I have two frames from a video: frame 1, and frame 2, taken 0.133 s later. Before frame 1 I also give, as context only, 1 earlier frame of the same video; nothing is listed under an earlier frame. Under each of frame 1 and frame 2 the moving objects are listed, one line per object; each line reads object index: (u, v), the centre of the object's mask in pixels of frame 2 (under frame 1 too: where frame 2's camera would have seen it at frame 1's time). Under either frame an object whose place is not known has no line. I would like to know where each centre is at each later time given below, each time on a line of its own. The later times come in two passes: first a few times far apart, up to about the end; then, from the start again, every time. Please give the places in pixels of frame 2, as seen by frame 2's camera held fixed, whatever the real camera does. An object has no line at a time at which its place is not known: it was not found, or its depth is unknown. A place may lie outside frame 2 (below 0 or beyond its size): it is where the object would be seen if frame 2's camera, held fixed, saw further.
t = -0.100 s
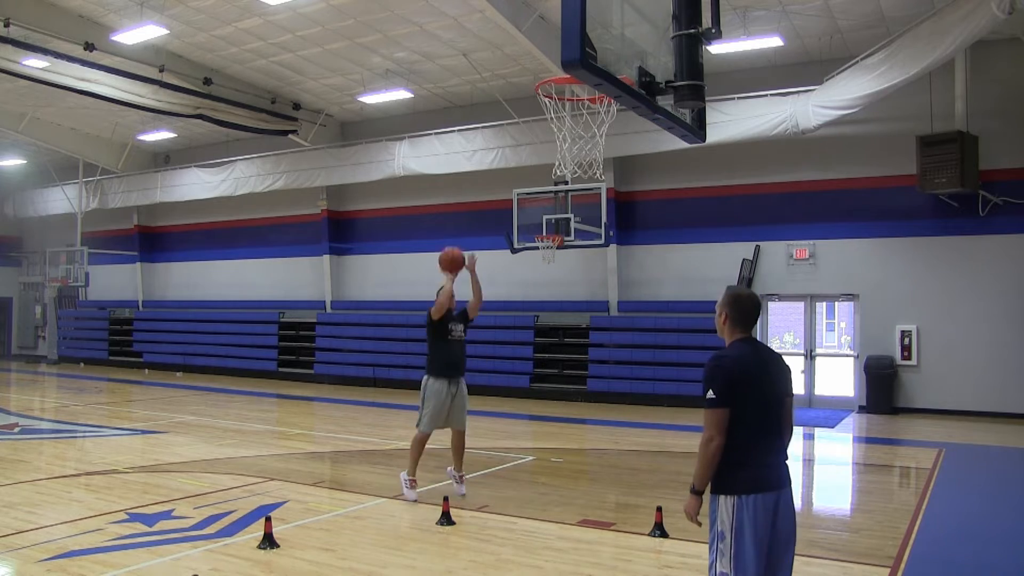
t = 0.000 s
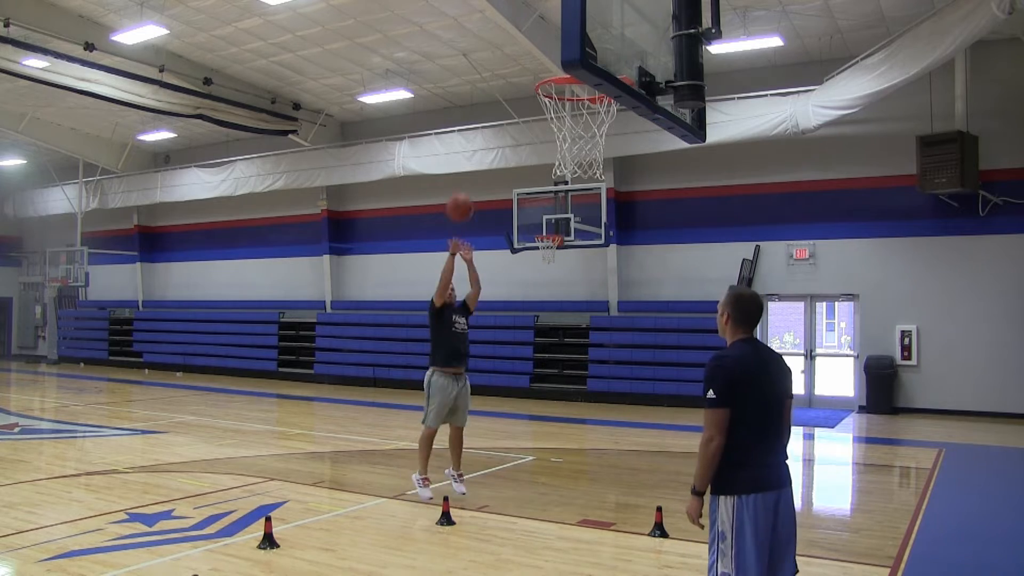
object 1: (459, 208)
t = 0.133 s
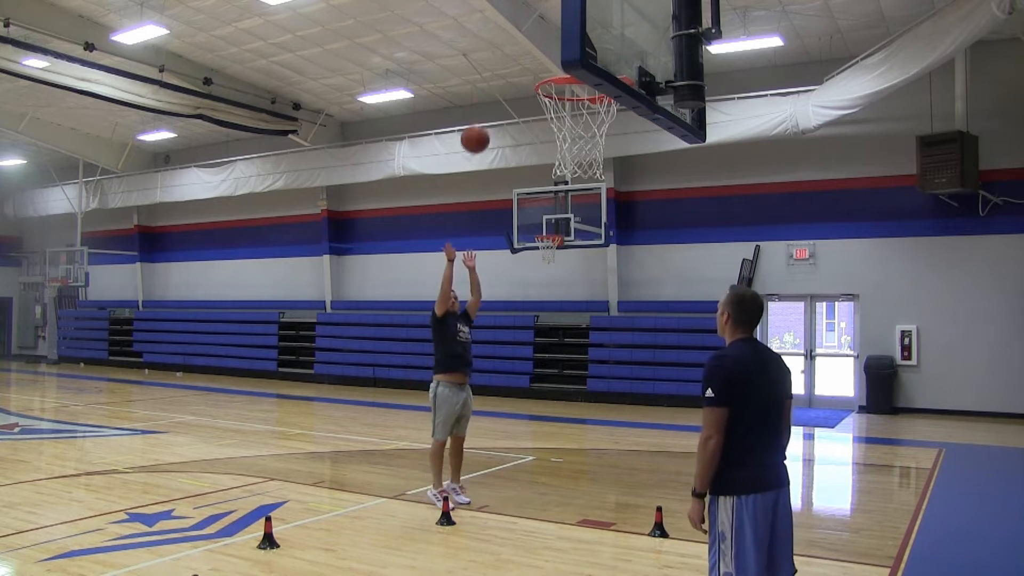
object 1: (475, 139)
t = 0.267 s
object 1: (491, 85)
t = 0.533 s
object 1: (528, 29)
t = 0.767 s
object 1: (557, 58)
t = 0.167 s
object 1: (479, 123)
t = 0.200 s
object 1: (482, 110)
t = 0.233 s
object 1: (487, 97)
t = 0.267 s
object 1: (491, 85)
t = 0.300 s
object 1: (496, 74)
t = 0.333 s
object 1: (500, 64)
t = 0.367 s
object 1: (504, 55)
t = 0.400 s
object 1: (509, 48)
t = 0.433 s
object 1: (514, 41)
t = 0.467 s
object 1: (518, 36)
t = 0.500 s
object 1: (523, 32)
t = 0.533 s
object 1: (528, 29)
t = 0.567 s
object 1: (533, 28)
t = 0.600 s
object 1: (539, 29)
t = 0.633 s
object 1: (544, 31)
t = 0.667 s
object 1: (547, 35)
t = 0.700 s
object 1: (551, 40)
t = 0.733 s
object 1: (553, 47)
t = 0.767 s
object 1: (557, 58)
